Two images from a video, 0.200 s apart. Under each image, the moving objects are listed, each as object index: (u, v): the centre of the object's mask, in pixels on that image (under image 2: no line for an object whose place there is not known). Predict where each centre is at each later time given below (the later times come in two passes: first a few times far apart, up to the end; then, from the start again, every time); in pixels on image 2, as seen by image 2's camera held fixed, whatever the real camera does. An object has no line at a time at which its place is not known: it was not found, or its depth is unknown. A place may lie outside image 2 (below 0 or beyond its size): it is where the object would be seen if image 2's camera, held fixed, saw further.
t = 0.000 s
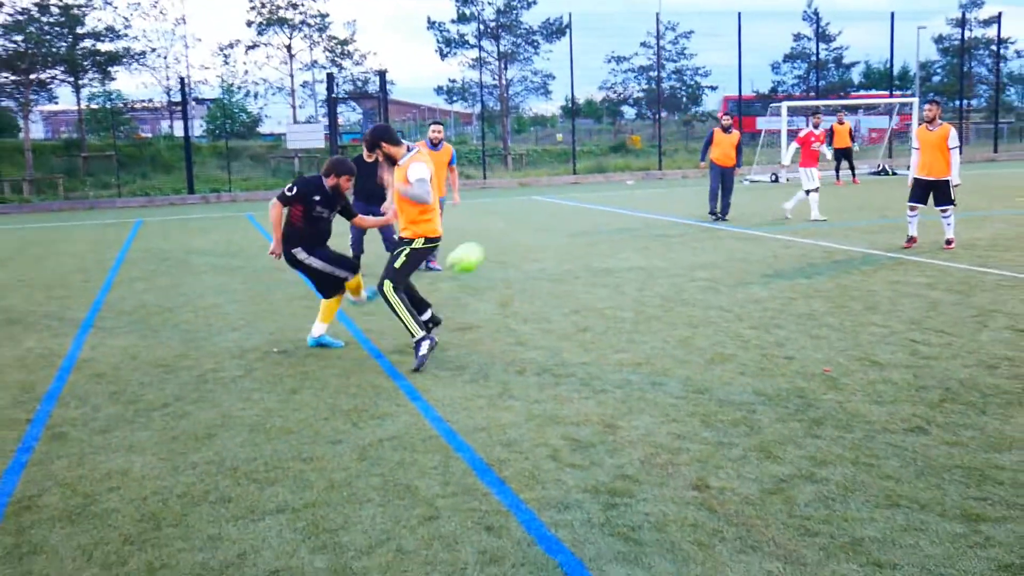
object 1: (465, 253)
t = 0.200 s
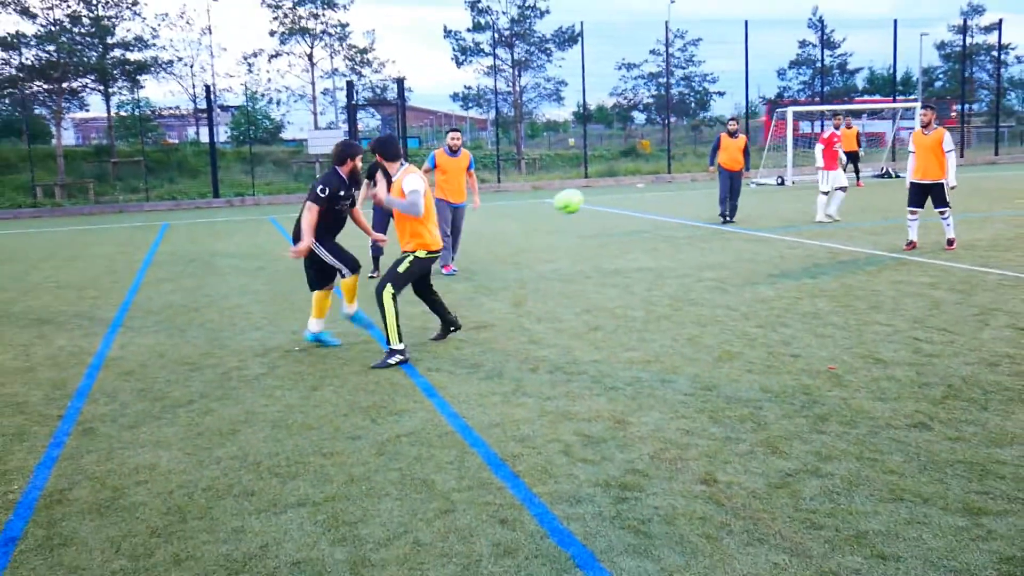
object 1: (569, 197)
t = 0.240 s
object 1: (585, 192)
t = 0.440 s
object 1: (654, 193)
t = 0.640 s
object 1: (708, 228)
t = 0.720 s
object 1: (728, 251)
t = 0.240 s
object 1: (585, 192)
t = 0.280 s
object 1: (599, 190)
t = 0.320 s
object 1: (614, 188)
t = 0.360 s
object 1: (627, 188)
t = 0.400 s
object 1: (641, 190)
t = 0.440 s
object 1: (654, 193)
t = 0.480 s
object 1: (665, 198)
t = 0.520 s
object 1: (677, 203)
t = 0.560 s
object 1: (688, 210)
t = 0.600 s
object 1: (699, 218)
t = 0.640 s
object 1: (708, 228)
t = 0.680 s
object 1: (718, 237)
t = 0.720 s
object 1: (728, 251)
